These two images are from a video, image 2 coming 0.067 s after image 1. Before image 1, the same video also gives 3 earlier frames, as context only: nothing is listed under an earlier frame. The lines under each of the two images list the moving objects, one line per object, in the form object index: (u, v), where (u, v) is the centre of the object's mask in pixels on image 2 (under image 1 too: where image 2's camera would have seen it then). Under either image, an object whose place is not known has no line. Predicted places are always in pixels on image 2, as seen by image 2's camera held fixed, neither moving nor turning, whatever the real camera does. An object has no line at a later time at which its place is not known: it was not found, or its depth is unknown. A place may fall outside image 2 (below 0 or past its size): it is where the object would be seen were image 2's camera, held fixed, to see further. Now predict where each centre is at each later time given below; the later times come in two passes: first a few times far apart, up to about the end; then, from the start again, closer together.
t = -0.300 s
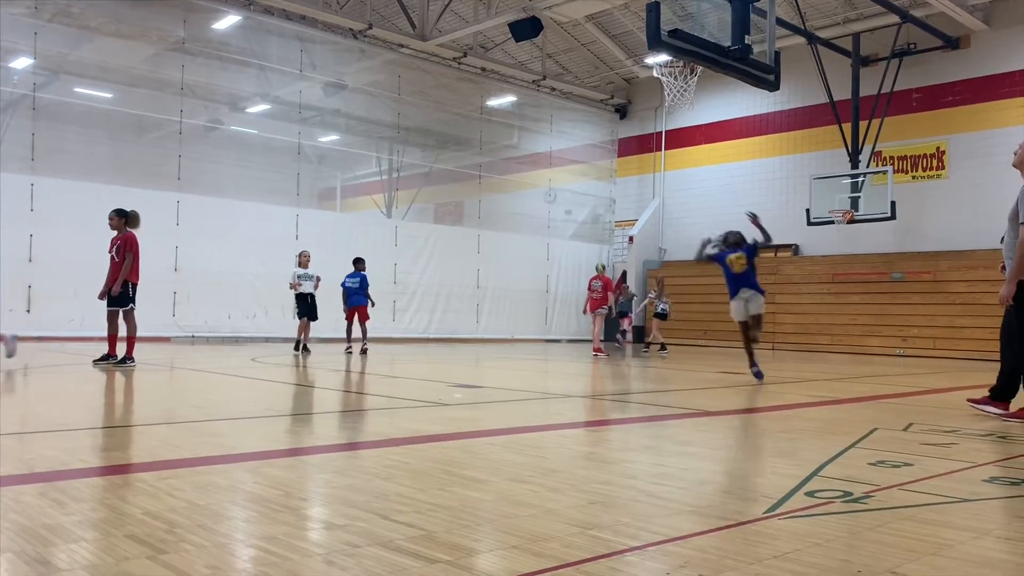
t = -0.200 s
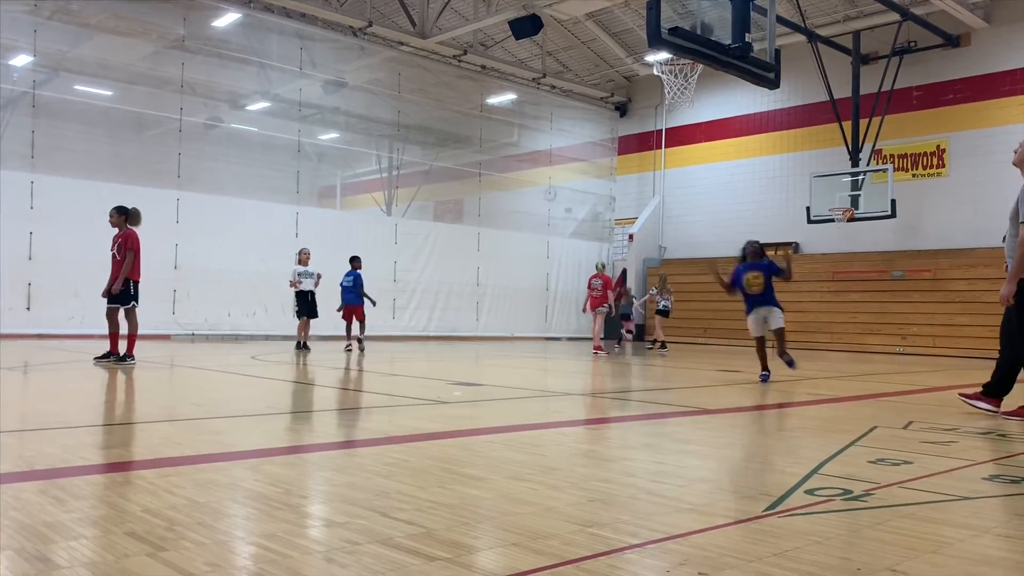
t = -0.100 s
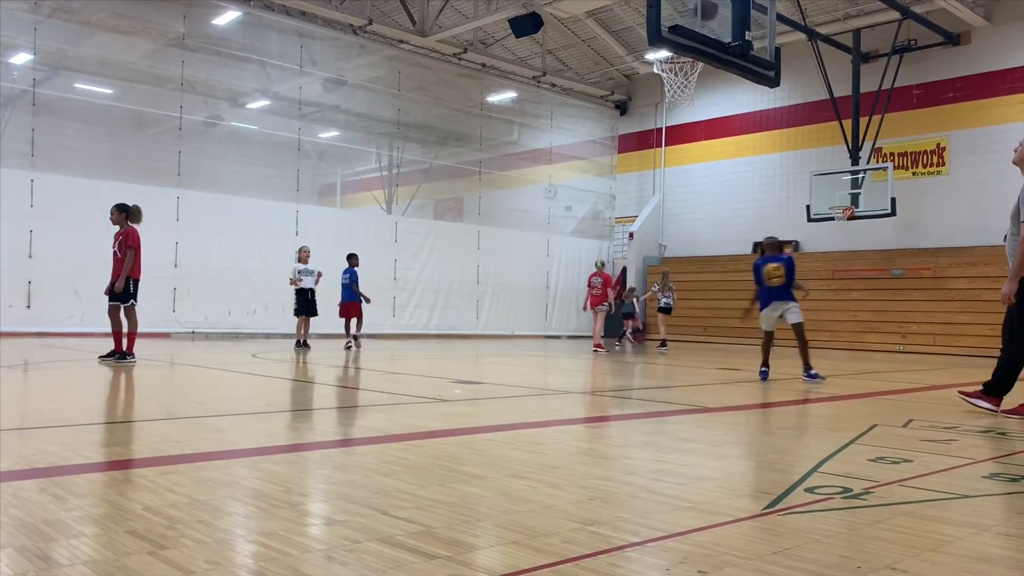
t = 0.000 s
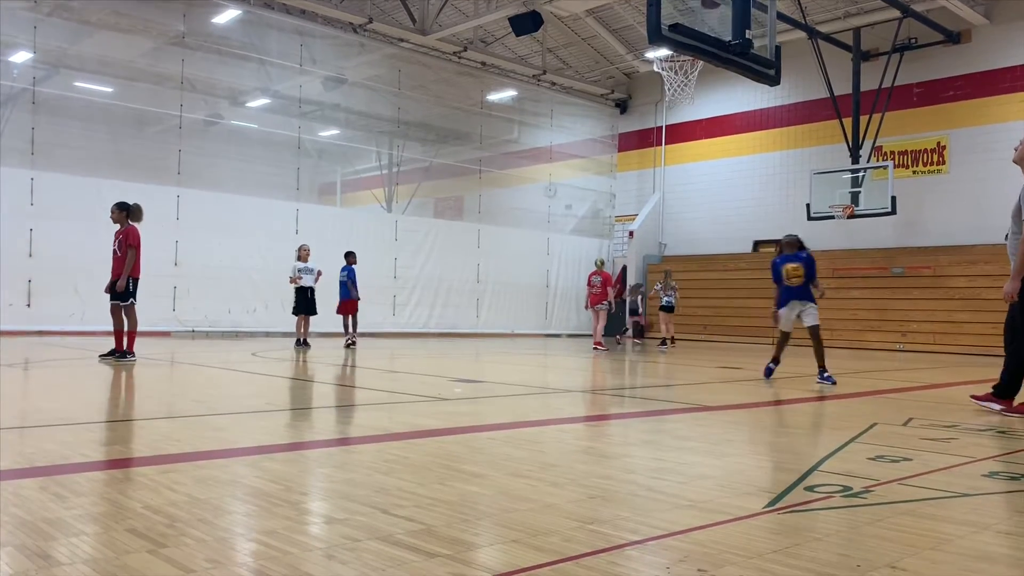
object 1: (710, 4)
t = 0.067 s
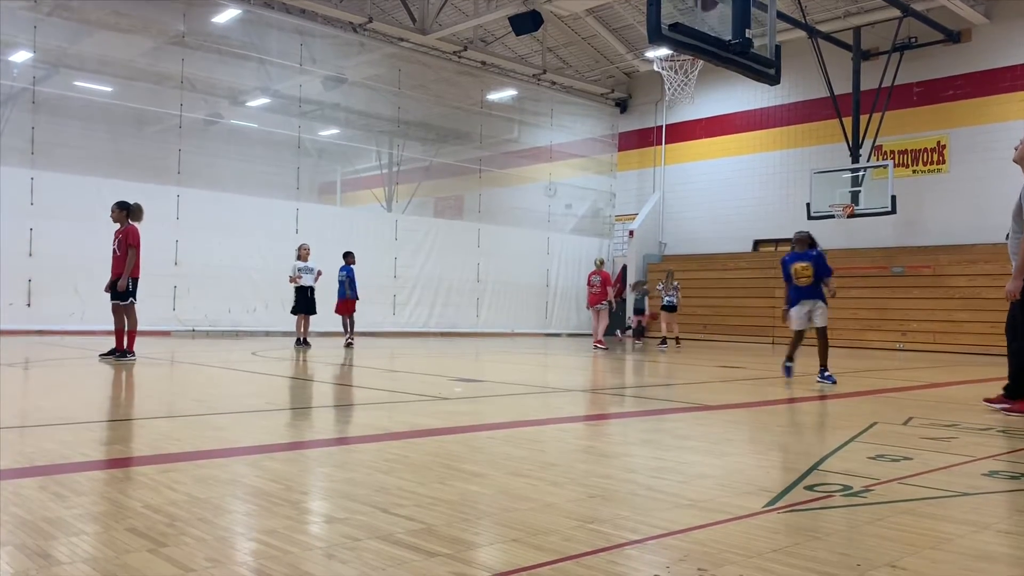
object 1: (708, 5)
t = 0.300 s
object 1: (672, 56)
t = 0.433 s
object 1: (662, 83)
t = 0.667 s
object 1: (664, 144)
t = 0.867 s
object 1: (663, 237)
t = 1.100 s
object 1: (664, 344)
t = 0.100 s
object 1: (702, 6)
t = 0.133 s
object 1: (697, 10)
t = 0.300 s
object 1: (672, 56)
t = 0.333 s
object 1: (668, 63)
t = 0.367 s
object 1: (665, 74)
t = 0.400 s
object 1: (663, 79)
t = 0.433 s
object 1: (662, 83)
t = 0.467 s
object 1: (665, 95)
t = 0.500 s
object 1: (664, 98)
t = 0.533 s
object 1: (664, 103)
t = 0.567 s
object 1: (664, 111)
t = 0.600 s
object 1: (665, 120)
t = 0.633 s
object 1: (664, 131)
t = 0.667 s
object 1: (664, 144)
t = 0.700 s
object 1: (664, 157)
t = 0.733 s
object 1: (664, 171)
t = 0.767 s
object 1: (664, 186)
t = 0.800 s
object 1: (664, 202)
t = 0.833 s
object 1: (663, 219)
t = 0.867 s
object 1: (663, 237)
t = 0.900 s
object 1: (663, 255)
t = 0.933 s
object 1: (663, 276)
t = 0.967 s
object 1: (663, 298)
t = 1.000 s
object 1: (662, 320)
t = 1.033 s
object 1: (662, 345)
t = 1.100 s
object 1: (664, 344)
